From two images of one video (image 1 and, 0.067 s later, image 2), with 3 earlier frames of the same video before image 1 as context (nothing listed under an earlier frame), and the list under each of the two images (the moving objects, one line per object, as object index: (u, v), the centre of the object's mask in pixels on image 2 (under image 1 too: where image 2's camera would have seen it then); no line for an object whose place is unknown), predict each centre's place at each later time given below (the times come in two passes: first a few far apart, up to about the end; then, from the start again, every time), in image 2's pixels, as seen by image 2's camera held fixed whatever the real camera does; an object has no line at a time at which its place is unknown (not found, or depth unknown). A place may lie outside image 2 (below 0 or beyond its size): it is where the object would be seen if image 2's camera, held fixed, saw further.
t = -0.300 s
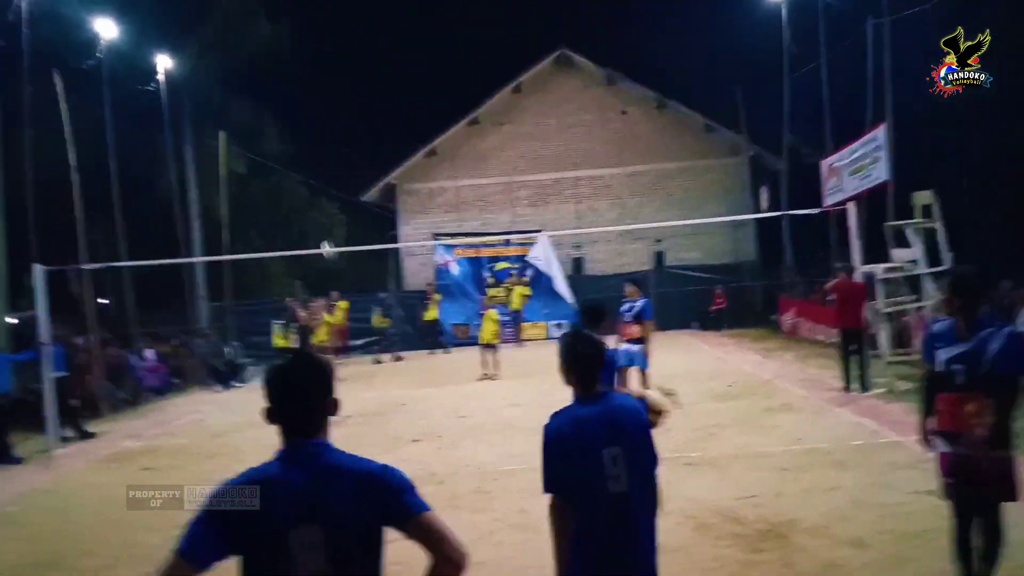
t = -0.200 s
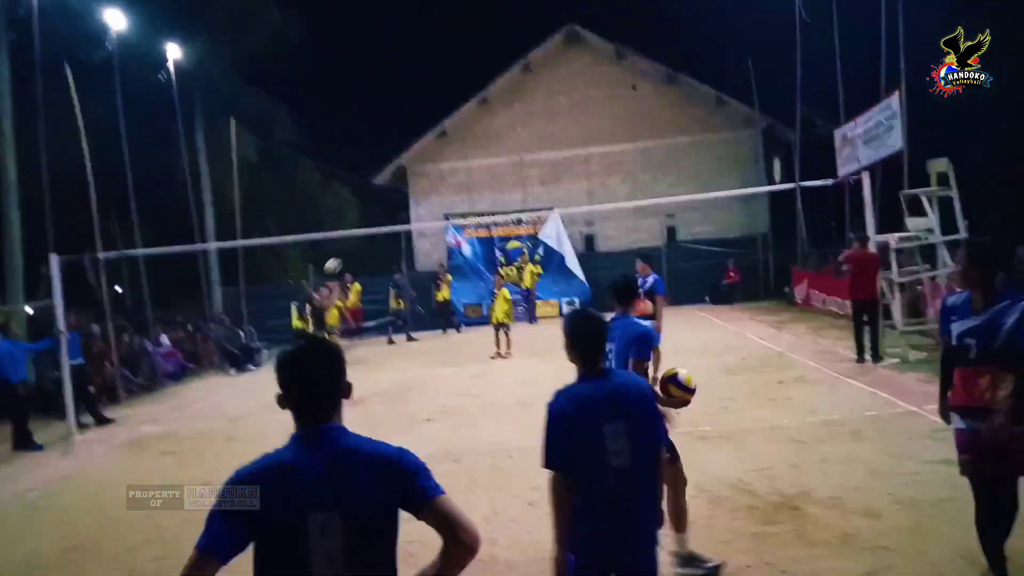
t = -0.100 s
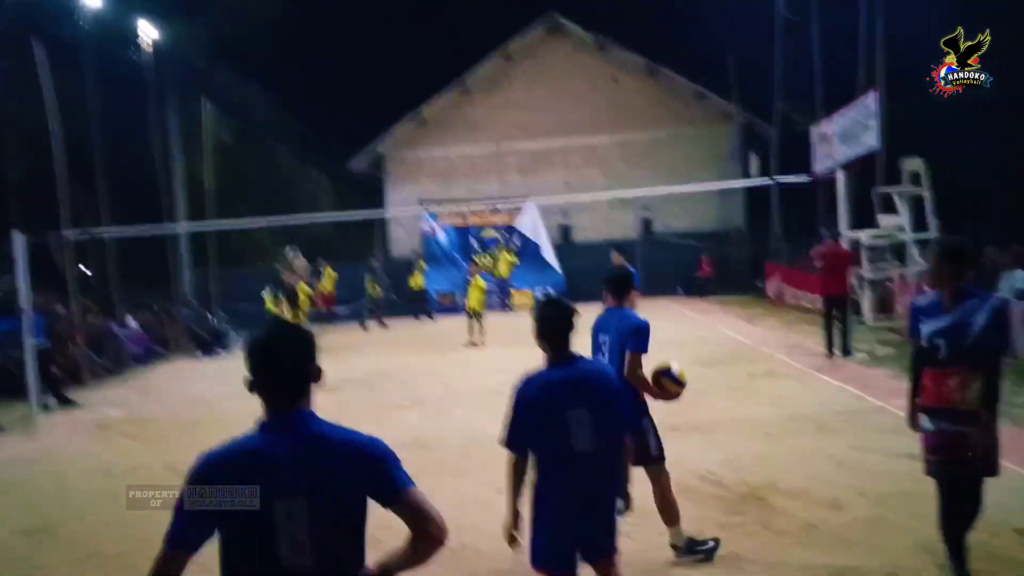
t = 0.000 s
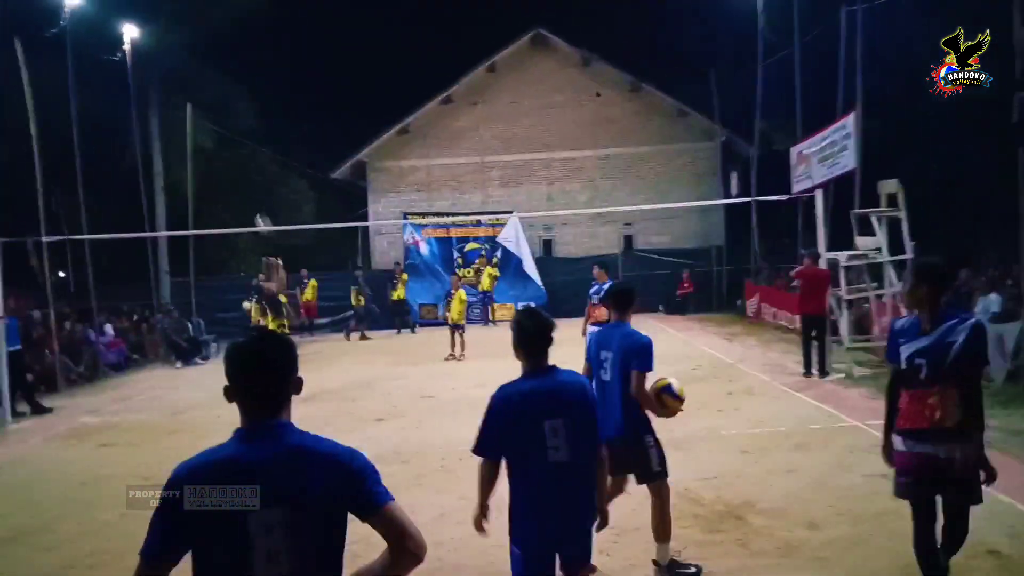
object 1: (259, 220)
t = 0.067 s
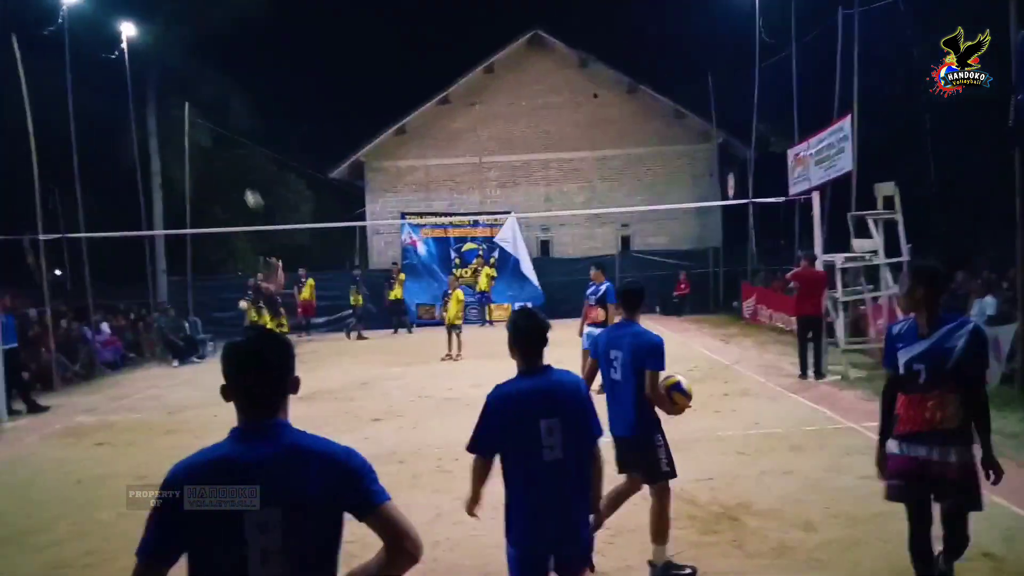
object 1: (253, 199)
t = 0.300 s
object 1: (228, 136)
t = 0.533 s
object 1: (207, 112)
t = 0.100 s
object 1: (249, 187)
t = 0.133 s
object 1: (246, 178)
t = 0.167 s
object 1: (241, 167)
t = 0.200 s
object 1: (238, 158)
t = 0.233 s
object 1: (235, 151)
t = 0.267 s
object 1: (232, 143)
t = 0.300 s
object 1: (228, 136)
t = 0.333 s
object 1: (225, 131)
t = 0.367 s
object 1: (222, 126)
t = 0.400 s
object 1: (219, 122)
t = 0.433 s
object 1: (216, 118)
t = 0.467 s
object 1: (213, 116)
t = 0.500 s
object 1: (210, 113)
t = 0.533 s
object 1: (207, 112)
